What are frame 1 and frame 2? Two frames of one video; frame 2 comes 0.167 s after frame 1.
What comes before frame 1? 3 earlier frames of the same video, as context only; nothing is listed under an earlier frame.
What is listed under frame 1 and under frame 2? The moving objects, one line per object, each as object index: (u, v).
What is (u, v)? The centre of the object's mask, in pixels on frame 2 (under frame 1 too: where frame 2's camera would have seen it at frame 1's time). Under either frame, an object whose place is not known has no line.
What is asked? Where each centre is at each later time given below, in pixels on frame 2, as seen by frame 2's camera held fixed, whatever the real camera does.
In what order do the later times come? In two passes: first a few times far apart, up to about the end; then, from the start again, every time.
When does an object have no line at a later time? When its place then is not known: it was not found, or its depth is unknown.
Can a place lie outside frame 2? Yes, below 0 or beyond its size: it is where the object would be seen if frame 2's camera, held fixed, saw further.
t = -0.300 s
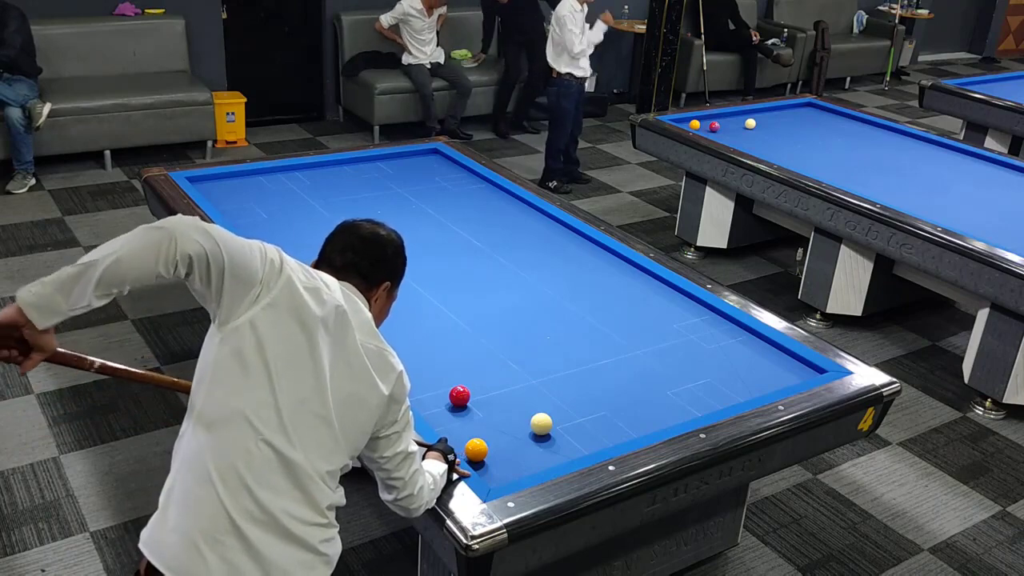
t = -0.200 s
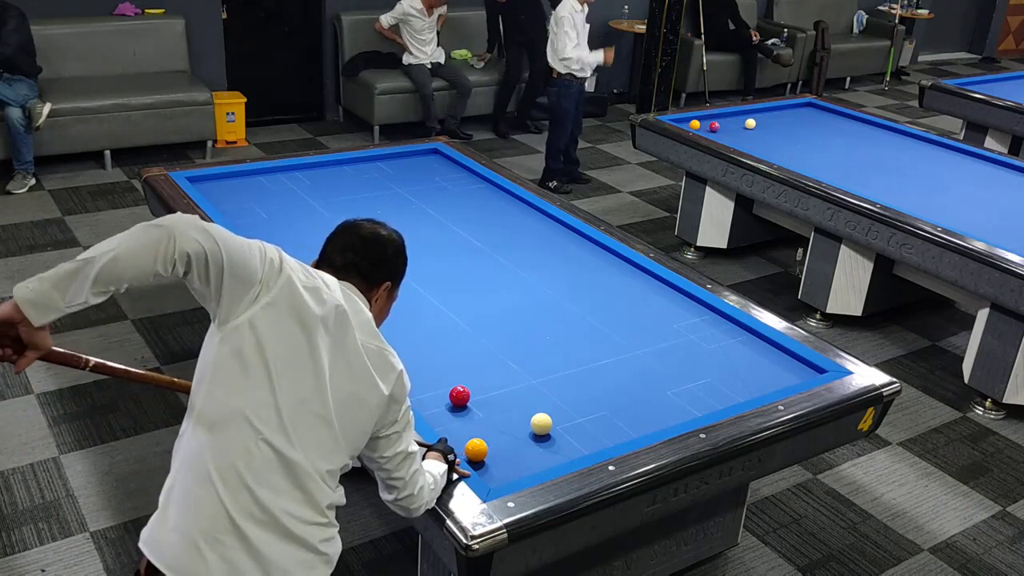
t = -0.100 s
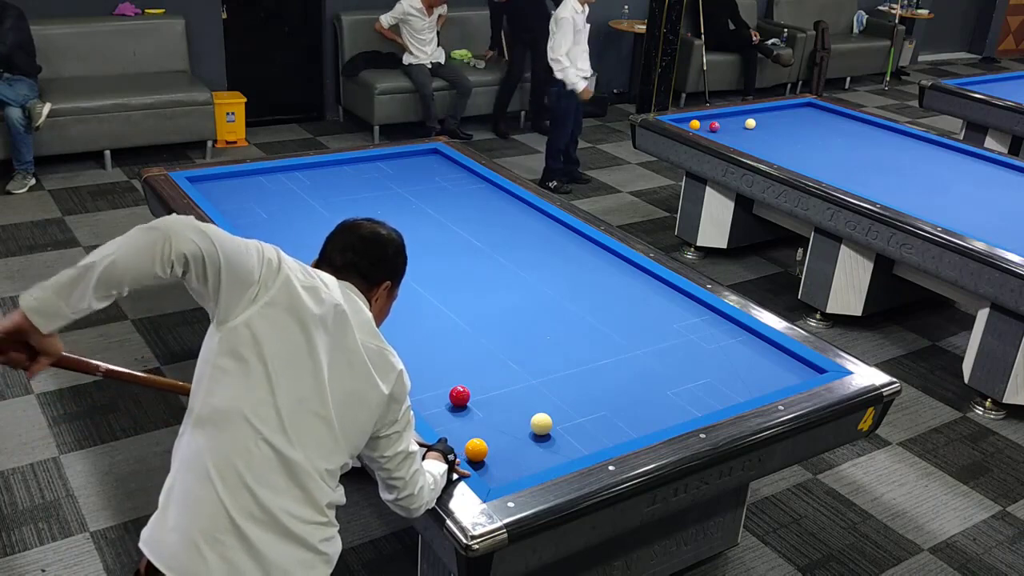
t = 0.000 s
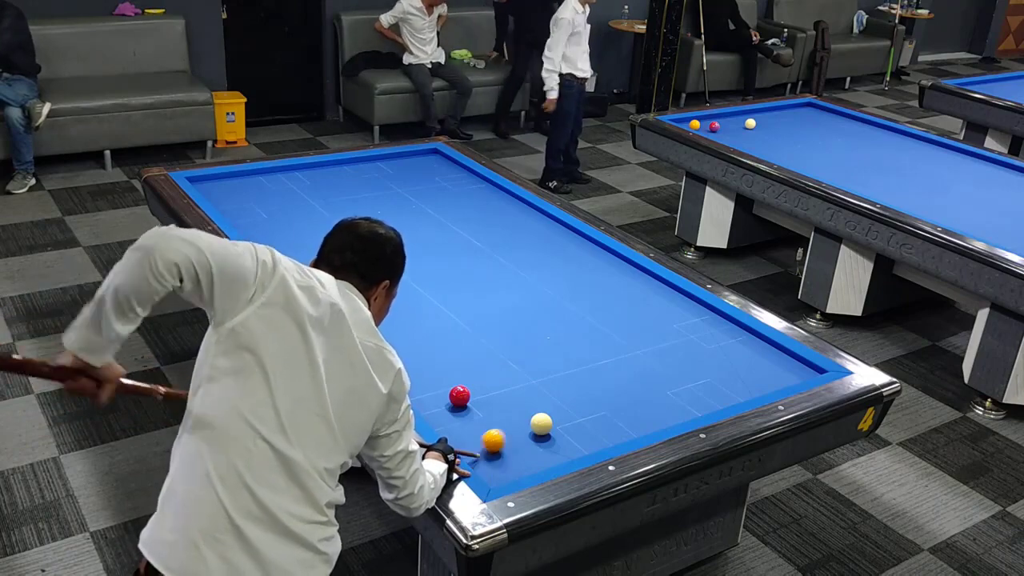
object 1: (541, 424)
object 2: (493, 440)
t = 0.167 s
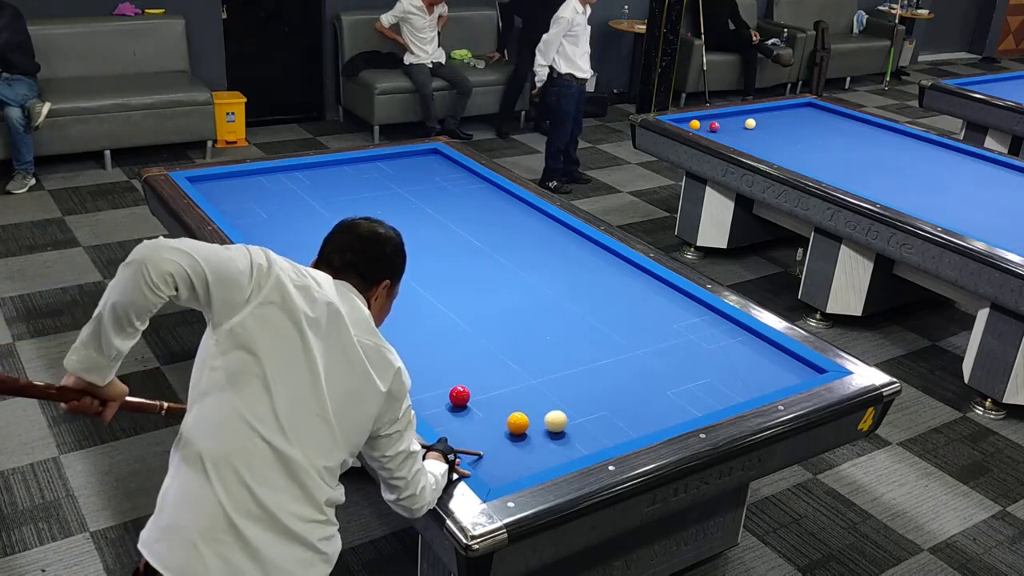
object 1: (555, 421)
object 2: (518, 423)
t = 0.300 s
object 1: (582, 417)
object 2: (511, 418)
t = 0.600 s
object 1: (636, 408)
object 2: (497, 409)
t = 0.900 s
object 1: (687, 399)
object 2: (484, 401)
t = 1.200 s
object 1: (734, 391)
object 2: (480, 395)
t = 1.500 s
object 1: (777, 382)
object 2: (479, 391)
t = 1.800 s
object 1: (806, 370)
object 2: (478, 388)
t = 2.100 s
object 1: (790, 371)
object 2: (477, 385)
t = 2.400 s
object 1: (766, 374)
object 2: (476, 383)
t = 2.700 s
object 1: (743, 377)
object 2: (475, 382)
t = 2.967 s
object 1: (724, 379)
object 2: (475, 381)
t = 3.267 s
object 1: (703, 382)
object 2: (475, 381)
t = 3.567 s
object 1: (682, 385)
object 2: (475, 381)
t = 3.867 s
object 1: (663, 387)
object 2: (475, 381)
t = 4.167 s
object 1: (644, 390)
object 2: (475, 381)
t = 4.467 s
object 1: (626, 392)
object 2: (475, 381)
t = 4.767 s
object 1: (608, 395)
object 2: (475, 381)
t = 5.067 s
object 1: (593, 397)
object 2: (475, 381)
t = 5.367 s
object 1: (578, 399)
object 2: (475, 381)
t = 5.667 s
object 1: (563, 401)
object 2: (475, 381)
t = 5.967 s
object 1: (550, 403)
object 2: (475, 381)
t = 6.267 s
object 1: (538, 404)
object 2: (475, 381)
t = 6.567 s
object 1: (528, 406)
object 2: (475, 381)
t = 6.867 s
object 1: (519, 407)
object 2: (475, 381)
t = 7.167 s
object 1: (510, 408)
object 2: (475, 381)
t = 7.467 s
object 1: (503, 409)
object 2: (475, 381)
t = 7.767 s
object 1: (498, 410)
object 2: (475, 381)
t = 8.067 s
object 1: (493, 411)
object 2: (475, 381)
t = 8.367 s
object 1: (490, 412)
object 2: (475, 381)
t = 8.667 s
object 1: (488, 412)
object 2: (475, 381)
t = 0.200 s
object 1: (563, 420)
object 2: (516, 422)
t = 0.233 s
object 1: (569, 419)
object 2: (514, 421)
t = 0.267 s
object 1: (576, 418)
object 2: (513, 419)
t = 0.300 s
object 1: (582, 417)
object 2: (511, 418)
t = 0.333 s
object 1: (588, 416)
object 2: (509, 417)
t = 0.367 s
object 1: (594, 415)
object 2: (508, 416)
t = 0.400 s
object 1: (600, 414)
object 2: (506, 415)
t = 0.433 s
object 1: (606, 413)
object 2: (505, 414)
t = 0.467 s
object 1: (612, 412)
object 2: (503, 413)
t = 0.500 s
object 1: (618, 411)
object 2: (501, 412)
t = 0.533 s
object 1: (624, 410)
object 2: (500, 411)
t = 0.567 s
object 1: (630, 409)
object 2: (498, 410)
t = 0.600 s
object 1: (636, 408)
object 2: (497, 409)
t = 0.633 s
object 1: (642, 407)
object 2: (495, 408)
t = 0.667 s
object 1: (647, 406)
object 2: (494, 407)
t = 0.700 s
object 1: (653, 405)
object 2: (492, 406)
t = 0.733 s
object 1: (659, 404)
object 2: (491, 405)
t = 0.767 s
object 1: (665, 403)
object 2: (489, 404)
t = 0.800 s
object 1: (670, 402)
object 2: (488, 403)
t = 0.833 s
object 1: (676, 401)
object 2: (487, 403)
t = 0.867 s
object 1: (681, 400)
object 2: (485, 402)
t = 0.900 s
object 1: (687, 399)
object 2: (484, 401)
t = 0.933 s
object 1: (692, 398)
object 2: (483, 400)
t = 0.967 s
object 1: (698, 397)
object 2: (482, 399)
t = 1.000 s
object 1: (703, 397)
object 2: (480, 398)
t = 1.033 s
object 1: (708, 396)
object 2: (480, 398)
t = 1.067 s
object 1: (714, 395)
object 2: (480, 397)
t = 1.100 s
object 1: (719, 394)
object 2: (480, 397)
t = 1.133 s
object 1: (724, 393)
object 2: (480, 396)
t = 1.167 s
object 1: (729, 392)
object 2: (480, 396)
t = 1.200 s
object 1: (734, 391)
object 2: (480, 395)
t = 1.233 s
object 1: (739, 390)
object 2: (480, 395)
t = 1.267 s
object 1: (744, 389)
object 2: (479, 395)
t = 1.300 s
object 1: (749, 388)
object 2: (479, 394)
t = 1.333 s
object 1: (754, 387)
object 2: (479, 393)
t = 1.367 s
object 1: (759, 386)
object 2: (479, 393)
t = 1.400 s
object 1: (764, 385)
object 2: (479, 392)
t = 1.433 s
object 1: (769, 384)
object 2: (479, 392)
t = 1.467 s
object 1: (774, 383)
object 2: (479, 392)
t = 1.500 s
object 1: (777, 382)
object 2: (479, 391)
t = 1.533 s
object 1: (781, 380)
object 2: (479, 391)
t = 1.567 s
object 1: (784, 379)
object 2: (479, 390)
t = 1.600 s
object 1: (787, 378)
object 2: (478, 390)
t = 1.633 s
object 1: (790, 376)
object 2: (478, 389)
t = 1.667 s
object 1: (793, 375)
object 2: (478, 389)
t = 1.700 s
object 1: (797, 374)
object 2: (478, 389)
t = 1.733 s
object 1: (800, 373)
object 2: (478, 388)
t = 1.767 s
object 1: (803, 371)
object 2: (478, 388)
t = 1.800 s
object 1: (806, 370)
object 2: (478, 388)
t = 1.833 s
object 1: (809, 369)
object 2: (478, 387)
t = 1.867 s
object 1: (809, 368)
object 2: (478, 387)
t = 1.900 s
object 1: (806, 369)
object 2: (478, 386)
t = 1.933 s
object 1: (803, 369)
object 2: (477, 386)
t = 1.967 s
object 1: (801, 370)
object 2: (477, 386)
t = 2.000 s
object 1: (798, 370)
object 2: (477, 386)
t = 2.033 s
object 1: (795, 370)
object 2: (477, 385)
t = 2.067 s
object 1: (792, 371)
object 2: (477, 385)
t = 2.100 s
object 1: (790, 371)
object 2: (477, 385)
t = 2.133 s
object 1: (787, 372)
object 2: (477, 384)
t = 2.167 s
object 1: (784, 372)
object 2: (477, 384)
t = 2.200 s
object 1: (782, 372)
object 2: (477, 384)
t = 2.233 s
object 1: (779, 372)
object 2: (477, 384)
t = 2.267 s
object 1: (777, 373)
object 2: (476, 383)
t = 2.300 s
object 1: (774, 373)
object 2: (476, 383)
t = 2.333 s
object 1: (771, 373)
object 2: (476, 383)
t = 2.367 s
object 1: (769, 374)
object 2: (476, 383)
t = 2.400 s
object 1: (766, 374)
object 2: (476, 383)
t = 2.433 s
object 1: (764, 374)
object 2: (476, 383)
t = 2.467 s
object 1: (761, 374)
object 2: (476, 382)
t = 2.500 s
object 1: (759, 375)
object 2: (476, 382)
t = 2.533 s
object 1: (756, 375)
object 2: (476, 382)
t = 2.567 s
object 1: (754, 376)
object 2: (476, 382)
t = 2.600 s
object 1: (751, 376)
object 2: (475, 382)
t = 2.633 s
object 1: (748, 376)
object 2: (475, 382)
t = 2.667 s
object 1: (746, 376)
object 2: (475, 382)
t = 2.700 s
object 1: (743, 377)
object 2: (475, 382)
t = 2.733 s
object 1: (741, 377)
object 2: (475, 381)
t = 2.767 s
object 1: (739, 377)
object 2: (475, 381)
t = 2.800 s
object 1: (736, 378)
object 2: (475, 381)
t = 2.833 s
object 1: (734, 378)
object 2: (475, 381)
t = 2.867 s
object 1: (731, 379)
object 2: (475, 381)
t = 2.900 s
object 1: (729, 379)
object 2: (475, 381)
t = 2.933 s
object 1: (726, 379)
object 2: (475, 381)
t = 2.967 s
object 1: (724, 379)
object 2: (475, 381)
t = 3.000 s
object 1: (721, 380)
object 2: (475, 381)
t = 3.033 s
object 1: (719, 380)
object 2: (475, 381)
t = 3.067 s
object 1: (717, 380)
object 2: (475, 381)
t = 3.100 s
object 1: (714, 380)
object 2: (475, 381)
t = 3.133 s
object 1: (712, 381)
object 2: (475, 381)
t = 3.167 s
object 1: (709, 381)
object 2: (475, 381)
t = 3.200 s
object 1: (707, 382)
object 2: (475, 381)
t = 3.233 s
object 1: (705, 382)
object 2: (475, 381)
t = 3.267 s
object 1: (703, 382)
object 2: (475, 381)
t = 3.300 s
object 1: (700, 382)
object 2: (475, 381)
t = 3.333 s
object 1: (698, 383)
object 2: (475, 381)
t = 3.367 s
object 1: (695, 383)
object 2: (475, 381)
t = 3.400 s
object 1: (693, 383)
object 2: (475, 381)
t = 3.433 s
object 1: (691, 384)
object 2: (475, 381)
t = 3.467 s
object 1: (689, 384)
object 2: (475, 381)
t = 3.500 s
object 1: (686, 384)
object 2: (475, 381)
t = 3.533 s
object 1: (684, 385)
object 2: (475, 381)
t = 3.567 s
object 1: (682, 385)
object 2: (475, 381)
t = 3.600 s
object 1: (680, 385)
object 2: (475, 381)
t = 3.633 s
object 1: (678, 385)
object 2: (475, 381)
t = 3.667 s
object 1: (675, 386)
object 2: (475, 381)
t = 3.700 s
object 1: (673, 386)
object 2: (475, 381)
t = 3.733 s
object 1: (671, 386)
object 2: (475, 381)
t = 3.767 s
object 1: (669, 387)
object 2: (475, 381)
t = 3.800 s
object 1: (667, 387)
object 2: (475, 381)
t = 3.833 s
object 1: (665, 387)
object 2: (475, 381)
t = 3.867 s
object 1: (663, 387)
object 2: (475, 381)
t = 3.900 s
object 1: (660, 388)
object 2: (475, 381)
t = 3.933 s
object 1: (658, 388)
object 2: (475, 381)
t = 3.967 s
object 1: (656, 388)
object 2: (475, 381)
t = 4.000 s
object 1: (654, 389)
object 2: (475, 381)
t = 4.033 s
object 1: (652, 389)
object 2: (475, 381)
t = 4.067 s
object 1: (650, 389)
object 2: (475, 381)
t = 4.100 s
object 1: (648, 389)
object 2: (475, 381)
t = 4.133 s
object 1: (646, 390)
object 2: (475, 381)
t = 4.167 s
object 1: (644, 390)
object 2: (475, 381)
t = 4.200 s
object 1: (641, 390)
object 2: (475, 381)
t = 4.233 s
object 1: (639, 390)
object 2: (475, 381)
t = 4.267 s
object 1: (637, 391)
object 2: (475, 381)
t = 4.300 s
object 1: (636, 391)
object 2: (475, 381)
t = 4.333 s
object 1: (634, 391)
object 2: (475, 381)
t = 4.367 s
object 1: (632, 391)
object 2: (475, 381)
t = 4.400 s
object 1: (629, 392)
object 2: (475, 381)
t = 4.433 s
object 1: (628, 392)
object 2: (475, 381)
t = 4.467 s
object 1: (626, 392)
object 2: (475, 381)
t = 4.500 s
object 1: (624, 392)
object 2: (475, 381)
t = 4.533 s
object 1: (622, 393)
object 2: (475, 381)
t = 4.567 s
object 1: (620, 393)
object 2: (475, 381)
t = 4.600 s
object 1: (618, 393)
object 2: (475, 381)
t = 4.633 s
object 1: (616, 394)
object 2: (475, 381)
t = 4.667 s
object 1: (614, 394)
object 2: (475, 381)
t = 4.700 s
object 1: (612, 394)
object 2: (475, 381)
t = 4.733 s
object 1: (610, 394)
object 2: (475, 381)
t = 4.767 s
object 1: (608, 395)
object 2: (475, 381)
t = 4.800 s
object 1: (607, 395)
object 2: (475, 381)
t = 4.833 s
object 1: (605, 395)
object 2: (475, 381)
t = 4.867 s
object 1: (603, 395)
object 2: (475, 381)
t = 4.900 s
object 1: (601, 395)
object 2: (475, 381)
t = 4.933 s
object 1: (600, 396)
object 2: (475, 381)
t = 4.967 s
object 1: (598, 396)
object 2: (475, 381)
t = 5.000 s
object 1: (596, 396)
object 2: (475, 381)
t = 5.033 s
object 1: (594, 396)
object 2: (475, 381)
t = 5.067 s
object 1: (593, 397)
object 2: (475, 381)
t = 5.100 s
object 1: (591, 397)
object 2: (475, 381)
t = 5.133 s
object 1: (589, 397)
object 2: (475, 381)
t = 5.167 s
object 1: (588, 398)
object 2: (475, 381)
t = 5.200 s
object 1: (586, 398)
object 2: (475, 381)
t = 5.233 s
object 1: (585, 398)
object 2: (475, 381)
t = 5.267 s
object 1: (583, 398)
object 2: (475, 381)
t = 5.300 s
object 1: (581, 399)
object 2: (475, 381)
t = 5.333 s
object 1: (580, 399)
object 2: (475, 381)
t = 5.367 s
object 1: (578, 399)
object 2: (475, 381)
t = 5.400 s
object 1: (576, 399)
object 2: (475, 381)
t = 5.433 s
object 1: (575, 399)
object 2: (475, 381)
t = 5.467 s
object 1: (573, 400)
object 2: (475, 381)
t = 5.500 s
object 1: (570, 400)
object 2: (475, 381)
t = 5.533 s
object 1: (569, 400)
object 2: (475, 381)
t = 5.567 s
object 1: (567, 400)
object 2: (475, 381)
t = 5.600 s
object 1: (566, 401)
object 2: (475, 381)
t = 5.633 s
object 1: (564, 401)
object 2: (475, 381)
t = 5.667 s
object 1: (563, 401)
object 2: (475, 381)
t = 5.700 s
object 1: (561, 401)
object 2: (475, 381)
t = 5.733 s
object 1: (560, 401)
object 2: (475, 381)
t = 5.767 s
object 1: (558, 402)
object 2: (475, 381)
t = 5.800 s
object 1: (557, 402)
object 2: (475, 381)
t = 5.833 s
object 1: (555, 402)
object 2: (475, 381)
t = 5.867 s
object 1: (554, 402)
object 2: (475, 381)
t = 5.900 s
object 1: (552, 402)
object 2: (475, 381)
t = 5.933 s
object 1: (551, 402)
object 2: (475, 381)
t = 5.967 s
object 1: (550, 403)
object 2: (475, 381)
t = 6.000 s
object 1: (549, 403)
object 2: (475, 381)
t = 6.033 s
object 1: (547, 403)
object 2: (475, 381)
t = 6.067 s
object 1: (546, 403)
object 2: (475, 381)
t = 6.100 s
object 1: (545, 403)
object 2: (475, 381)
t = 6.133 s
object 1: (544, 403)
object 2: (475, 381)
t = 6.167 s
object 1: (542, 404)
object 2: (475, 381)
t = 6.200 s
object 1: (541, 404)
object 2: (475, 381)
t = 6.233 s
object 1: (539, 404)
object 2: (475, 381)
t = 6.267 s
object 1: (538, 404)
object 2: (475, 381)
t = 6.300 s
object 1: (537, 404)
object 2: (475, 381)
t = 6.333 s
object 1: (536, 404)
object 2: (475, 381)
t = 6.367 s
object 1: (535, 405)
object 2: (475, 381)
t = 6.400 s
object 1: (533, 405)
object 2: (475, 381)
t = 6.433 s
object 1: (532, 405)
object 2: (475, 381)
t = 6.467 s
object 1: (531, 405)
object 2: (475, 381)
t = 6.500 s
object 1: (530, 405)
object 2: (475, 381)
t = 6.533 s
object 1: (529, 405)
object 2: (475, 381)
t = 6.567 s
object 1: (528, 406)
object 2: (475, 381)
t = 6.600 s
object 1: (527, 406)
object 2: (475, 381)
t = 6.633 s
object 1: (525, 406)
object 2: (475, 381)
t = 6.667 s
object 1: (524, 406)
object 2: (475, 381)
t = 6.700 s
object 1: (523, 406)
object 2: (475, 381)
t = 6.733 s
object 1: (522, 406)
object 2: (475, 381)
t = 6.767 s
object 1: (521, 406)
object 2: (475, 381)
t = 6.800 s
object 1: (520, 407)
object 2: (475, 381)
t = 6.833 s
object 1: (519, 407)
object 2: (475, 381)
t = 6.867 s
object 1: (519, 407)
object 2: (475, 381)
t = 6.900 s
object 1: (517, 407)
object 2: (475, 381)
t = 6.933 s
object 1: (516, 407)
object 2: (475, 381)
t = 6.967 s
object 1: (516, 407)
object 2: (475, 381)
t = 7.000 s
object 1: (515, 408)
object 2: (475, 381)
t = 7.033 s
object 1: (514, 408)
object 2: (475, 381)
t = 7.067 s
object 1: (513, 408)
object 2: (475, 381)
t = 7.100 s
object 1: (512, 408)
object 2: (475, 381)
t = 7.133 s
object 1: (511, 408)
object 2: (475, 381)
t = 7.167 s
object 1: (510, 408)
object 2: (475, 381)
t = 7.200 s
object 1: (509, 408)
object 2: (475, 381)
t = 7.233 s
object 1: (509, 409)
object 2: (475, 381)
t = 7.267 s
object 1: (508, 409)
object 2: (475, 381)
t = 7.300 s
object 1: (507, 408)
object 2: (475, 381)
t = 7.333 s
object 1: (506, 409)
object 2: (475, 381)
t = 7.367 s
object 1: (505, 409)
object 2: (475, 381)
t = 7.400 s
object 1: (505, 409)
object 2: (475, 381)
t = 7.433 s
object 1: (504, 409)
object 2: (475, 381)
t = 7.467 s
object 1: (503, 409)
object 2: (475, 381)
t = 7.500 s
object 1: (503, 410)
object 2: (475, 381)
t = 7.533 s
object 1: (502, 410)
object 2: (475, 381)
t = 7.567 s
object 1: (501, 410)
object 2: (475, 381)
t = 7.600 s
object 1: (501, 410)
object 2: (475, 381)
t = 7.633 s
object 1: (500, 410)
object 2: (475, 381)
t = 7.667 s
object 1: (500, 410)
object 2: (475, 381)
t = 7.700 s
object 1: (499, 410)
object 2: (475, 381)
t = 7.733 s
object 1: (498, 410)
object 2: (475, 381)
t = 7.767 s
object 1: (498, 410)
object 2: (475, 381)
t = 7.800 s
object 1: (497, 411)
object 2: (475, 381)
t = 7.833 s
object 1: (497, 411)
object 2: (475, 381)
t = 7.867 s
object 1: (496, 411)
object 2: (475, 381)
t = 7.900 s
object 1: (496, 411)
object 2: (475, 381)
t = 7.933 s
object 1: (495, 411)
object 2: (475, 381)
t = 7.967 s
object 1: (495, 411)
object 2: (475, 381)
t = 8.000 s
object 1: (494, 411)
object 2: (475, 381)
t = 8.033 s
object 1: (494, 411)
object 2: (475, 381)
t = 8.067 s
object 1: (493, 411)
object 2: (475, 381)
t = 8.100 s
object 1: (493, 411)
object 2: (475, 381)
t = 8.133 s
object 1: (493, 411)
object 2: (475, 381)
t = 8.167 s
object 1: (492, 412)
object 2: (475, 381)
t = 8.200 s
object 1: (492, 412)
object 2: (475, 381)
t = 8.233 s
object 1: (491, 412)
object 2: (475, 381)
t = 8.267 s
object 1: (491, 412)
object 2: (475, 381)
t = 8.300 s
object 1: (491, 412)
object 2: (475, 381)
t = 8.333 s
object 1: (491, 412)
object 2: (475, 381)
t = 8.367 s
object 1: (490, 412)
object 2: (475, 381)
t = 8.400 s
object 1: (490, 412)
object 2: (475, 381)
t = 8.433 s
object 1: (490, 412)
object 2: (475, 381)
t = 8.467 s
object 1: (489, 412)
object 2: (475, 381)
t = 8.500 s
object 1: (489, 412)
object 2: (475, 381)
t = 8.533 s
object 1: (489, 412)
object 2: (475, 381)
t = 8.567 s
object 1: (489, 412)
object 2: (475, 381)
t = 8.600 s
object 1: (488, 412)
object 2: (475, 381)
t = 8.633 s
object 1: (488, 412)
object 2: (475, 381)
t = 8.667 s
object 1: (488, 412)
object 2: (475, 381)
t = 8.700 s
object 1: (488, 413)
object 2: (475, 381)
